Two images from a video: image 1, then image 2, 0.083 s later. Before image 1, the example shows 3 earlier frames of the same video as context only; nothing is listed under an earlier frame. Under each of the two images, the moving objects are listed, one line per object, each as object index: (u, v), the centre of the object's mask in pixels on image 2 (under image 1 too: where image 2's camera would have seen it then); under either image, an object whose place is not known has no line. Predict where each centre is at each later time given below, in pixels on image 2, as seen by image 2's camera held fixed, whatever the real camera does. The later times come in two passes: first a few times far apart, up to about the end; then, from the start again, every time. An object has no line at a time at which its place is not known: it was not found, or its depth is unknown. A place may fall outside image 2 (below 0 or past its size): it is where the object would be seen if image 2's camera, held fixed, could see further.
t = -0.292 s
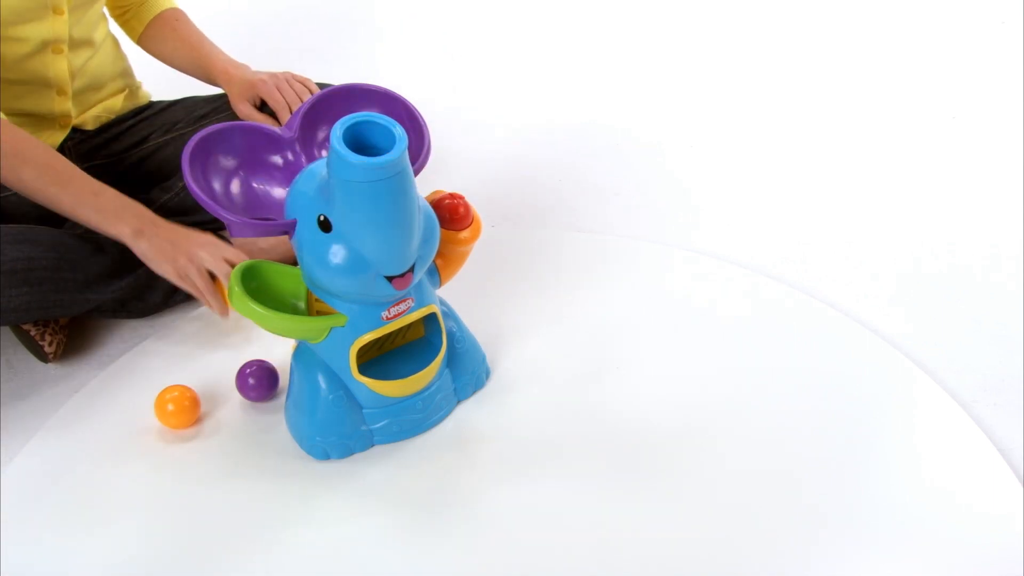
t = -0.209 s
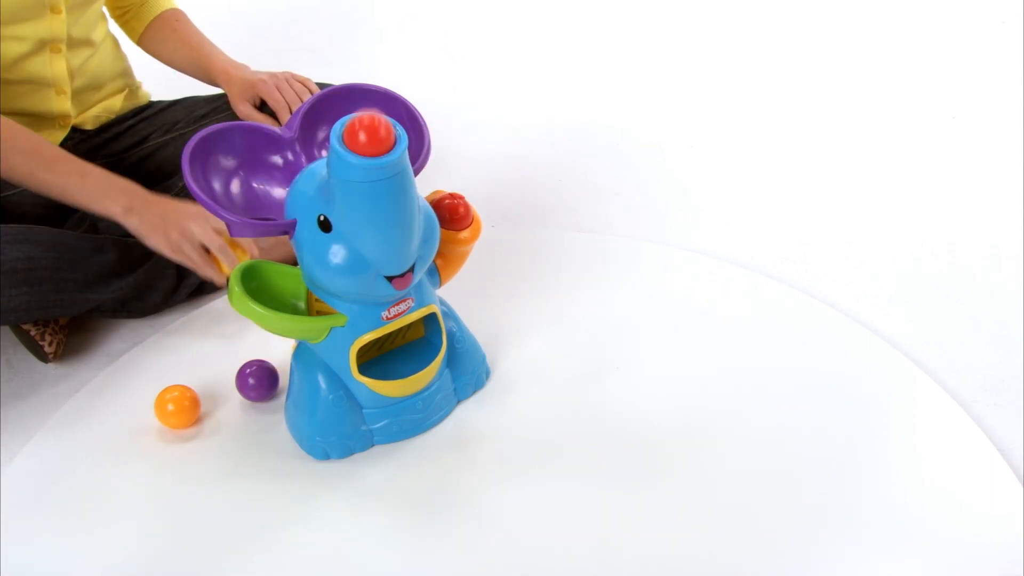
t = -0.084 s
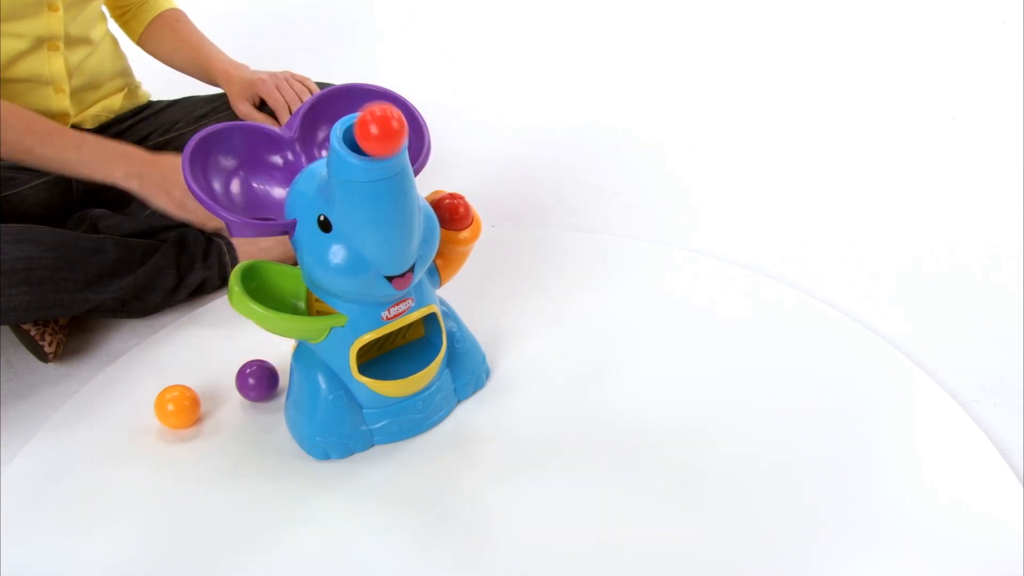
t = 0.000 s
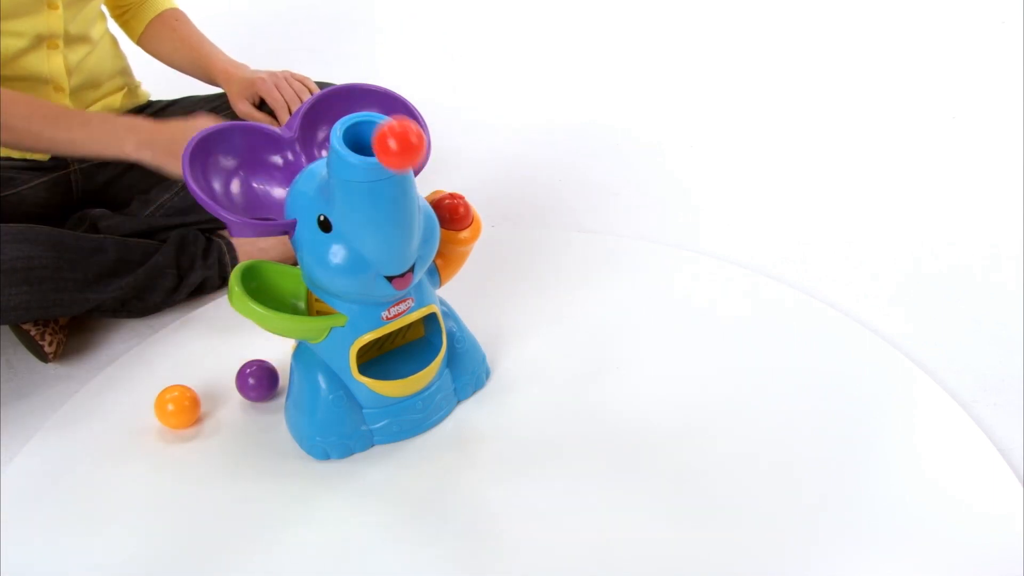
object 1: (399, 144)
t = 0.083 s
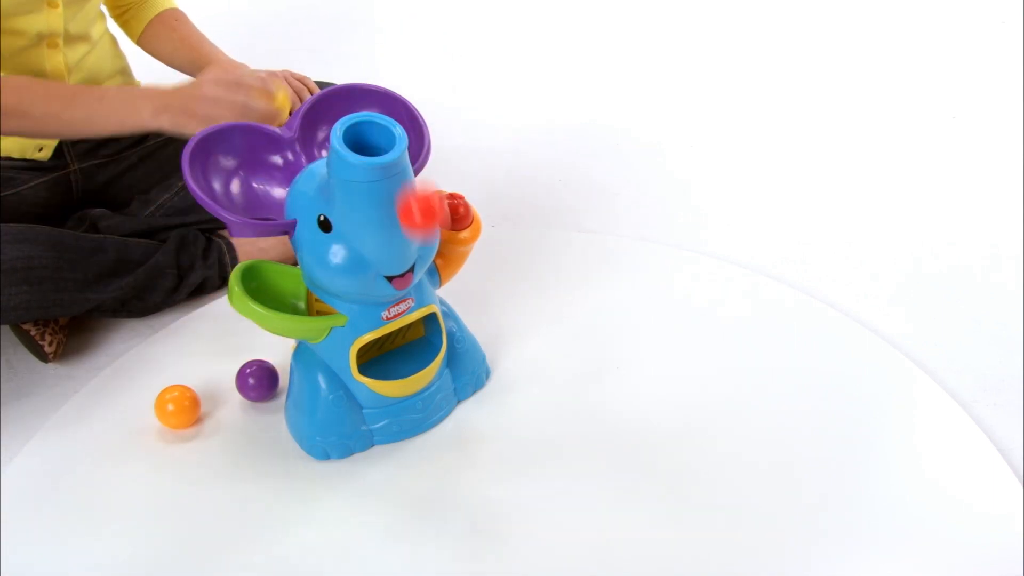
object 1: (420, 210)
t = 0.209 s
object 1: (462, 397)
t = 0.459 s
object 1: (494, 334)
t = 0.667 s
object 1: (535, 447)
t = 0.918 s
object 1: (595, 512)
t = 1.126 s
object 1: (643, 531)
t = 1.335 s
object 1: (693, 543)
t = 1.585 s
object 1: (760, 560)
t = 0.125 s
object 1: (434, 263)
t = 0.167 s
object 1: (450, 332)
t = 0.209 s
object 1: (462, 397)
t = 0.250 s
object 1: (470, 416)
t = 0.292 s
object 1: (472, 375)
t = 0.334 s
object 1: (476, 347)
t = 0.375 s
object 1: (481, 329)
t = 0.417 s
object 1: (487, 325)
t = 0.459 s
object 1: (494, 334)
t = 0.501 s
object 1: (502, 356)
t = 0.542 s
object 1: (510, 391)
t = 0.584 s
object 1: (518, 438)
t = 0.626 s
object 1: (527, 474)
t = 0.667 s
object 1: (535, 447)
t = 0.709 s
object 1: (544, 431)
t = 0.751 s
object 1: (554, 427)
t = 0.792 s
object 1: (564, 435)
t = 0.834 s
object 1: (574, 455)
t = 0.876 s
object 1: (585, 489)
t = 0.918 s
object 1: (595, 512)
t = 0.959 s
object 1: (605, 492)
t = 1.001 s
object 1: (615, 483)
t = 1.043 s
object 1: (625, 487)
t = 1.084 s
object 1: (634, 503)
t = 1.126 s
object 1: (643, 531)
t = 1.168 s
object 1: (653, 520)
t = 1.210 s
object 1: (664, 514)
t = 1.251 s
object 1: (674, 520)
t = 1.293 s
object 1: (683, 538)
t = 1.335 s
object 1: (693, 543)
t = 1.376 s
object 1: (705, 538)
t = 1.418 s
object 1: (715, 545)
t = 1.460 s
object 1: (725, 557)
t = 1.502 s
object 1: (738, 553)
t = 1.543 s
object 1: (750, 555)
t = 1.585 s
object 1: (760, 560)
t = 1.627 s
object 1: (772, 558)
